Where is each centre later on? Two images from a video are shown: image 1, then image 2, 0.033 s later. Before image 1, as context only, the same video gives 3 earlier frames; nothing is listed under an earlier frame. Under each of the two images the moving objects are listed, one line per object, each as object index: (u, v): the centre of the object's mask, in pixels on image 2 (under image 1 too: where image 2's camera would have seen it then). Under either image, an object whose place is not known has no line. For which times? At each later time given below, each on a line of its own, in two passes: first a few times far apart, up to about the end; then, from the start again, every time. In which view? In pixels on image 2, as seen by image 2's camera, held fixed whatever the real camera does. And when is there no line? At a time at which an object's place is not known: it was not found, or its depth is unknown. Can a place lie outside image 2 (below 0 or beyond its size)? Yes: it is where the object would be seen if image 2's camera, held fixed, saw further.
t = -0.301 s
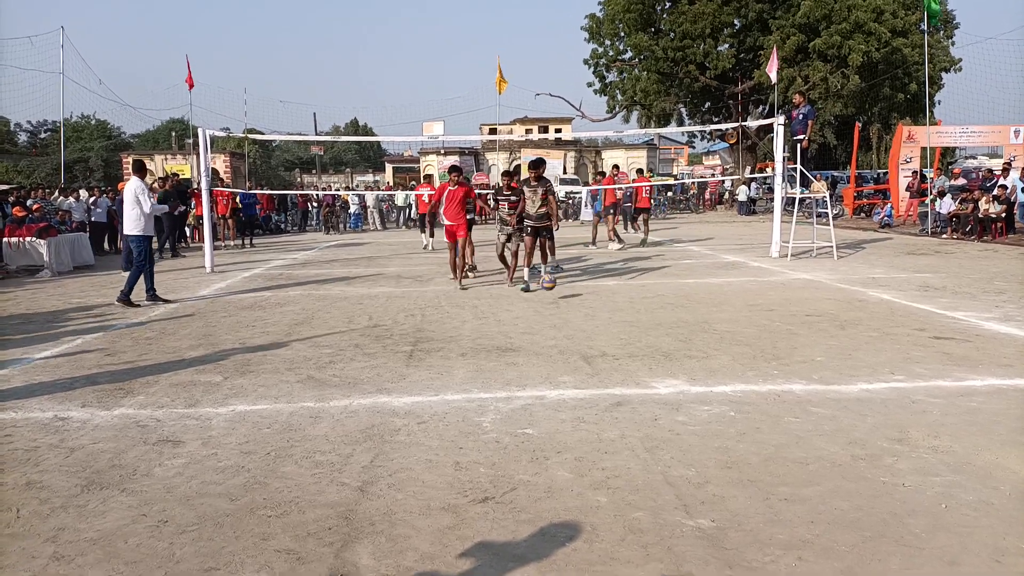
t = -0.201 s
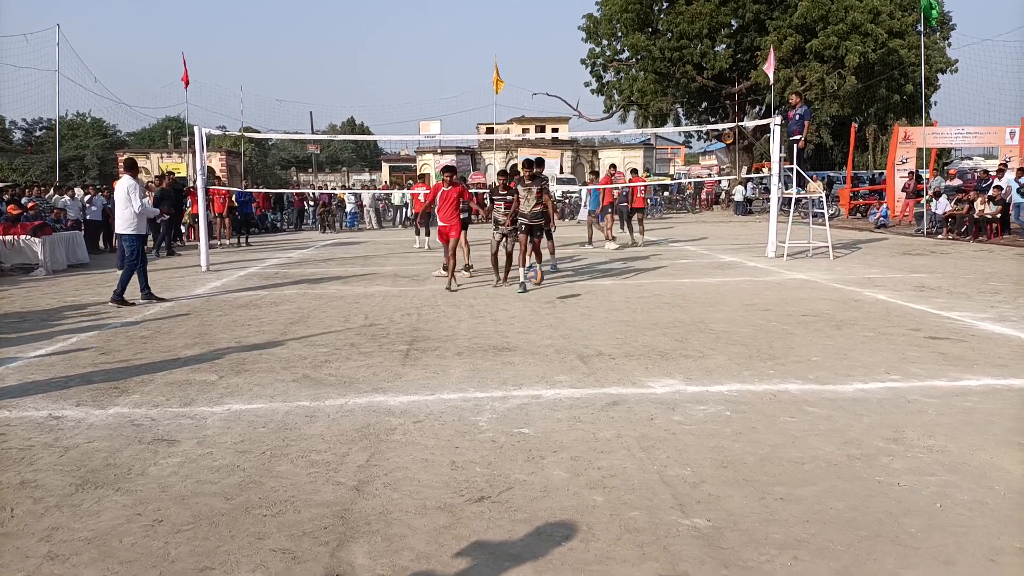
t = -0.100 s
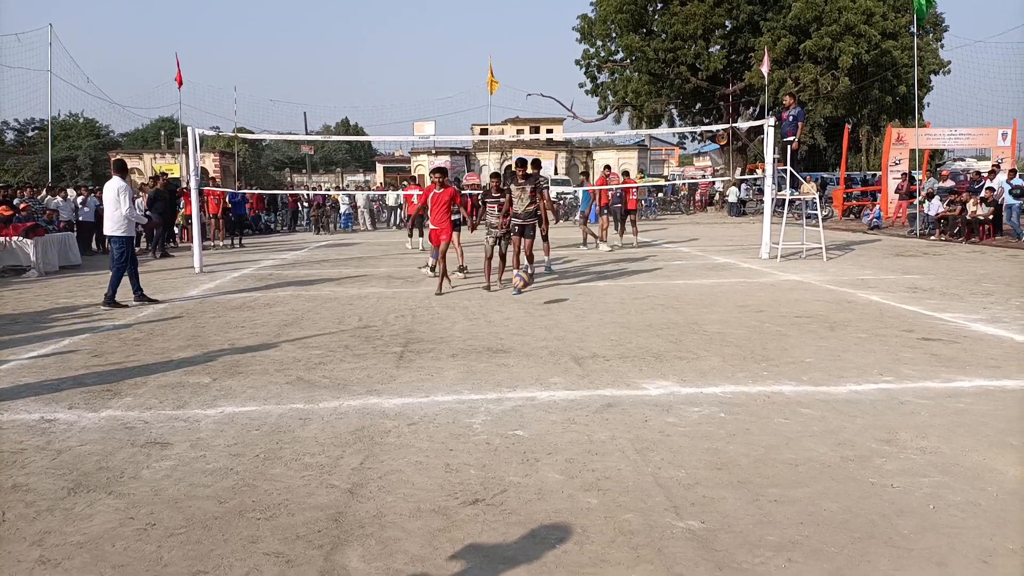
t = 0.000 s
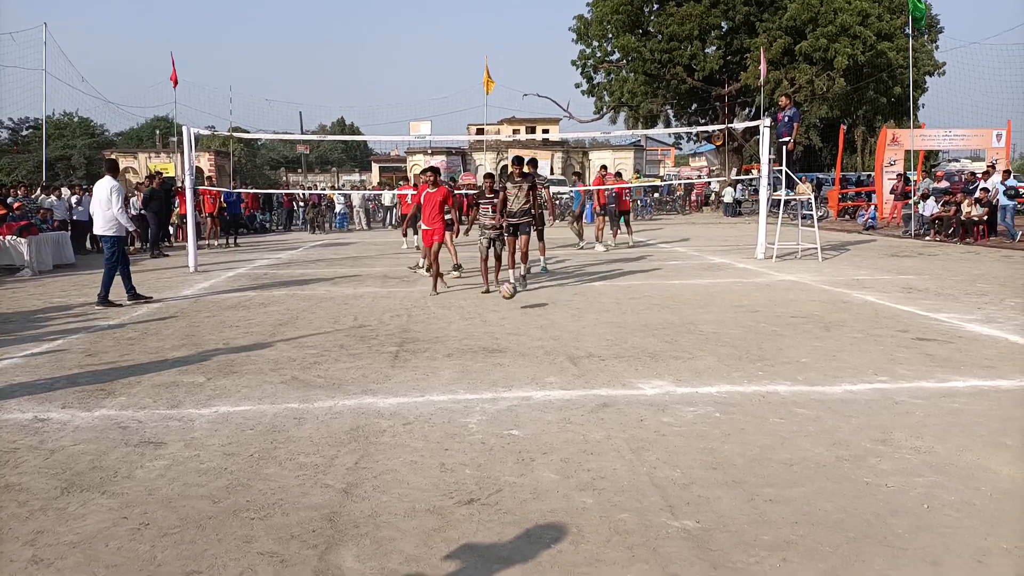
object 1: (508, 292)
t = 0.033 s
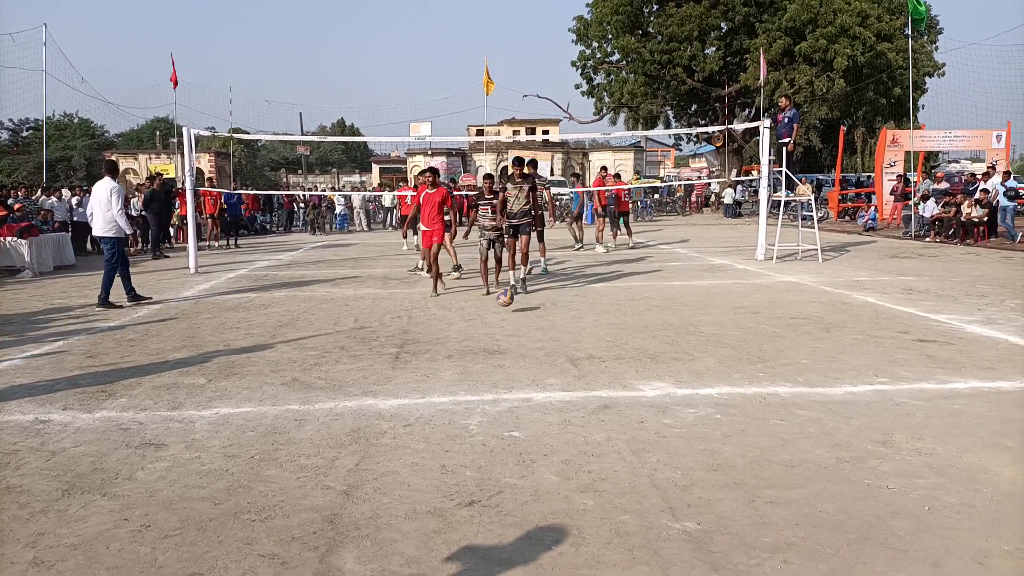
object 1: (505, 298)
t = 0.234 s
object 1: (484, 295)
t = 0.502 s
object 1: (451, 321)
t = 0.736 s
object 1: (411, 328)
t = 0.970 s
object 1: (371, 337)
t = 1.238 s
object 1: (317, 354)
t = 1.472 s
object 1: (261, 370)
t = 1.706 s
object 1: (192, 390)
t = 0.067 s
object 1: (502, 305)
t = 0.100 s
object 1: (499, 304)
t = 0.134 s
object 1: (495, 301)
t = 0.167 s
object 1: (491, 298)
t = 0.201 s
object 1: (487, 296)
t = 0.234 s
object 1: (484, 295)
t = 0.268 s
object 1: (480, 294)
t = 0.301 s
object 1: (476, 296)
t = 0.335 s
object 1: (472, 298)
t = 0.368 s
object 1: (468, 302)
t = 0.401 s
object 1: (464, 306)
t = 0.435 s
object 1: (460, 311)
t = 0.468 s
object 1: (456, 318)
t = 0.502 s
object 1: (451, 321)
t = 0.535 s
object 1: (446, 318)
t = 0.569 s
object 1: (440, 317)
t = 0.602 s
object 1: (434, 317)
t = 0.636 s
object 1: (428, 319)
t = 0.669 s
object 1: (423, 321)
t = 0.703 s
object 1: (417, 324)
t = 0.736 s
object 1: (411, 328)
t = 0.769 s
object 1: (405, 333)
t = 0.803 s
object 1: (399, 331)
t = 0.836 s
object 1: (393, 329)
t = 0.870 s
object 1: (388, 330)
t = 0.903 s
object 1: (382, 331)
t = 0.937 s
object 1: (376, 333)
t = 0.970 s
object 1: (371, 337)
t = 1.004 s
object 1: (365, 341)
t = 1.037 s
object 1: (358, 343)
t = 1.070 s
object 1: (352, 343)
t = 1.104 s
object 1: (345, 344)
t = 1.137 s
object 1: (338, 346)
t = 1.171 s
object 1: (331, 350)
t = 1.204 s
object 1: (324, 353)
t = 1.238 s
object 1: (317, 354)
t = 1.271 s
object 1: (309, 356)
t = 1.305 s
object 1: (301, 358)
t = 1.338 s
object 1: (293, 360)
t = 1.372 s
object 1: (285, 362)
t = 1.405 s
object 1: (277, 365)
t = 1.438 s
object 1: (269, 367)
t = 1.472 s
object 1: (261, 370)
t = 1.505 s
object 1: (251, 374)
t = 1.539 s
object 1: (242, 377)
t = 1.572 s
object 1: (232, 380)
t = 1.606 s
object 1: (223, 383)
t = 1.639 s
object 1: (213, 384)
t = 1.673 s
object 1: (203, 387)
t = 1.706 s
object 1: (192, 390)
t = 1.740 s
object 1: (183, 393)
